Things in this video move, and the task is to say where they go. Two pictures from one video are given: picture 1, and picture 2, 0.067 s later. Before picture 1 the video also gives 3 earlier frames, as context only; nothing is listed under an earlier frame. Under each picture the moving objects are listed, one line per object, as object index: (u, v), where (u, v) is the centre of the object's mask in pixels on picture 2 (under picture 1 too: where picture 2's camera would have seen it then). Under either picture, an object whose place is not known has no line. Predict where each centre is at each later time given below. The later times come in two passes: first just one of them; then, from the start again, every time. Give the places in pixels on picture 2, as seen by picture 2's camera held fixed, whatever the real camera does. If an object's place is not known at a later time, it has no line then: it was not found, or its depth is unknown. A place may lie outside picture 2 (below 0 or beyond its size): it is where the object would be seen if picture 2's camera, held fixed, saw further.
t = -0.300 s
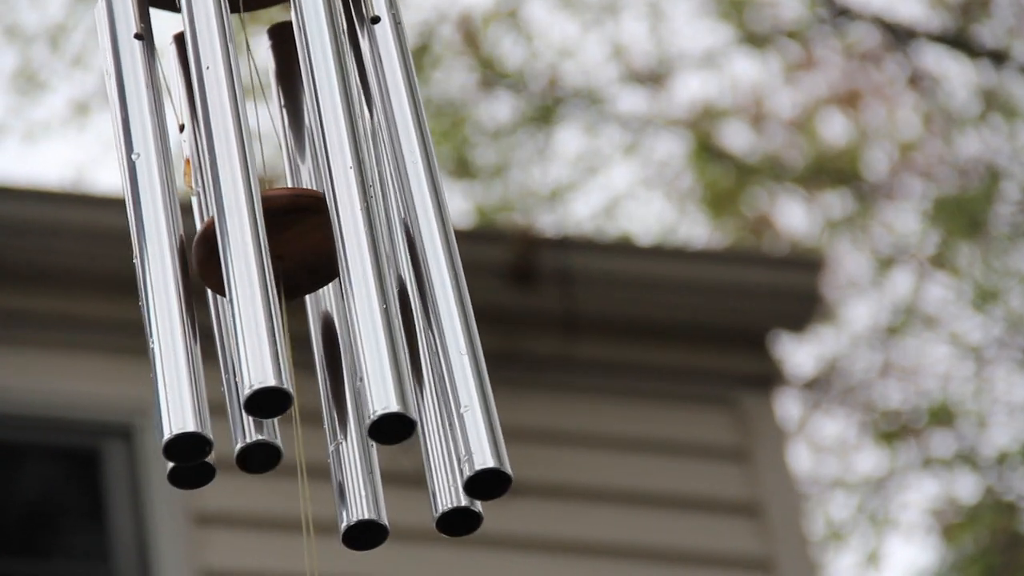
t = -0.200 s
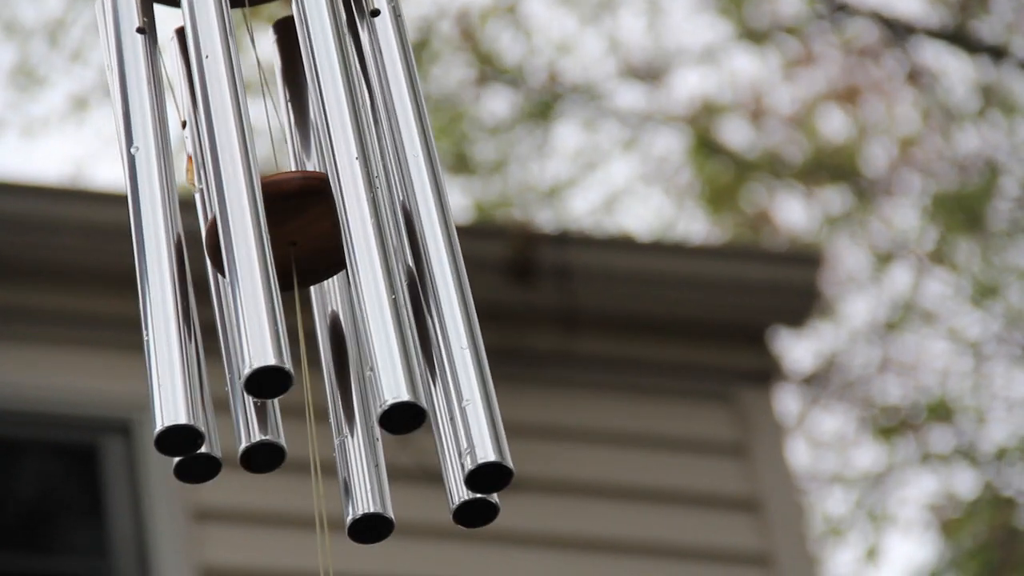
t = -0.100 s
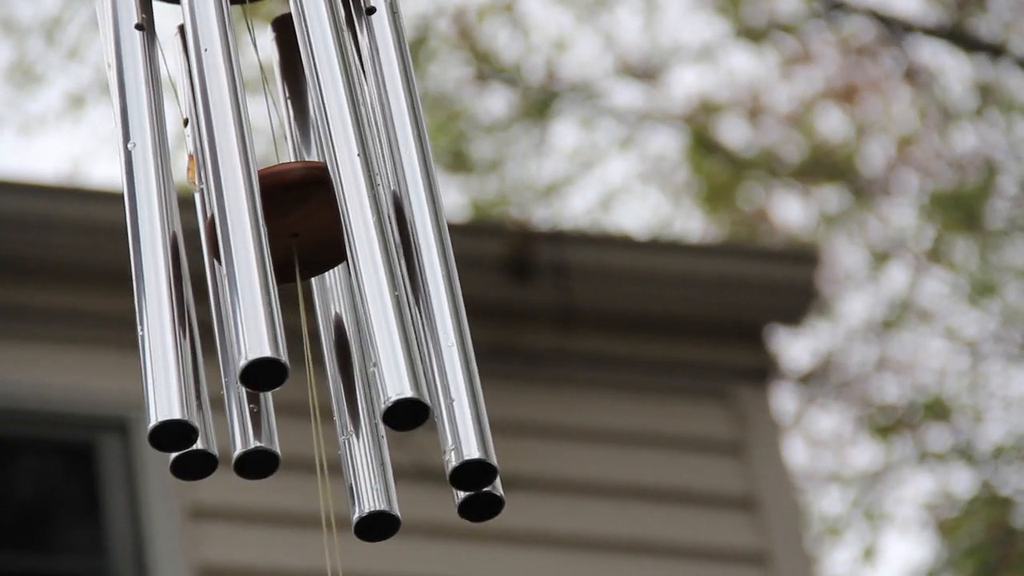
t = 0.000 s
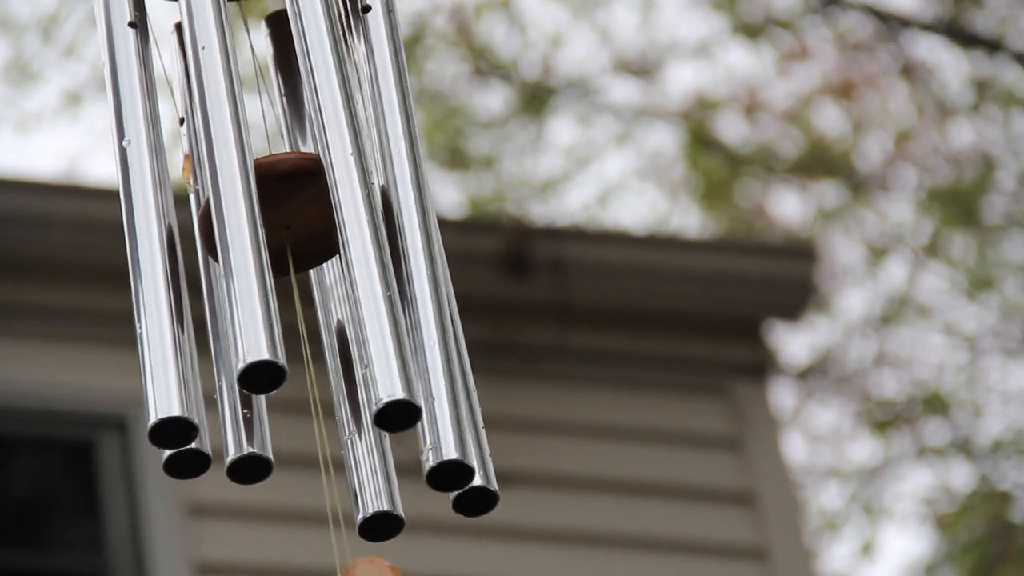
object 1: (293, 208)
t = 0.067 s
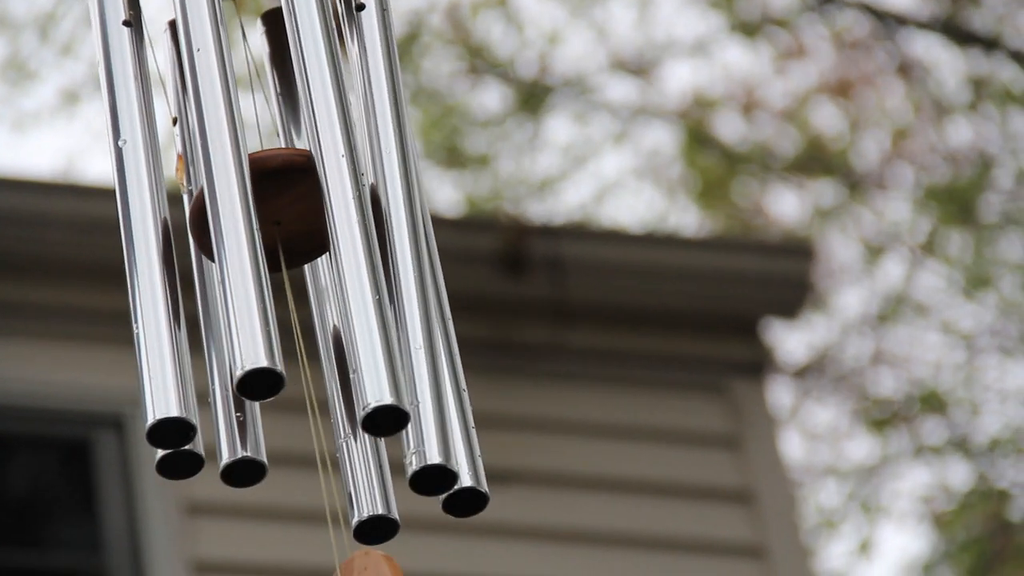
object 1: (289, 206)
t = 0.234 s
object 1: (276, 221)
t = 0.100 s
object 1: (288, 207)
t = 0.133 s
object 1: (286, 211)
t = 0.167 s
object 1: (282, 216)
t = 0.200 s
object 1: (279, 219)
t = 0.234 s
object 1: (276, 221)
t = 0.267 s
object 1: (275, 225)
